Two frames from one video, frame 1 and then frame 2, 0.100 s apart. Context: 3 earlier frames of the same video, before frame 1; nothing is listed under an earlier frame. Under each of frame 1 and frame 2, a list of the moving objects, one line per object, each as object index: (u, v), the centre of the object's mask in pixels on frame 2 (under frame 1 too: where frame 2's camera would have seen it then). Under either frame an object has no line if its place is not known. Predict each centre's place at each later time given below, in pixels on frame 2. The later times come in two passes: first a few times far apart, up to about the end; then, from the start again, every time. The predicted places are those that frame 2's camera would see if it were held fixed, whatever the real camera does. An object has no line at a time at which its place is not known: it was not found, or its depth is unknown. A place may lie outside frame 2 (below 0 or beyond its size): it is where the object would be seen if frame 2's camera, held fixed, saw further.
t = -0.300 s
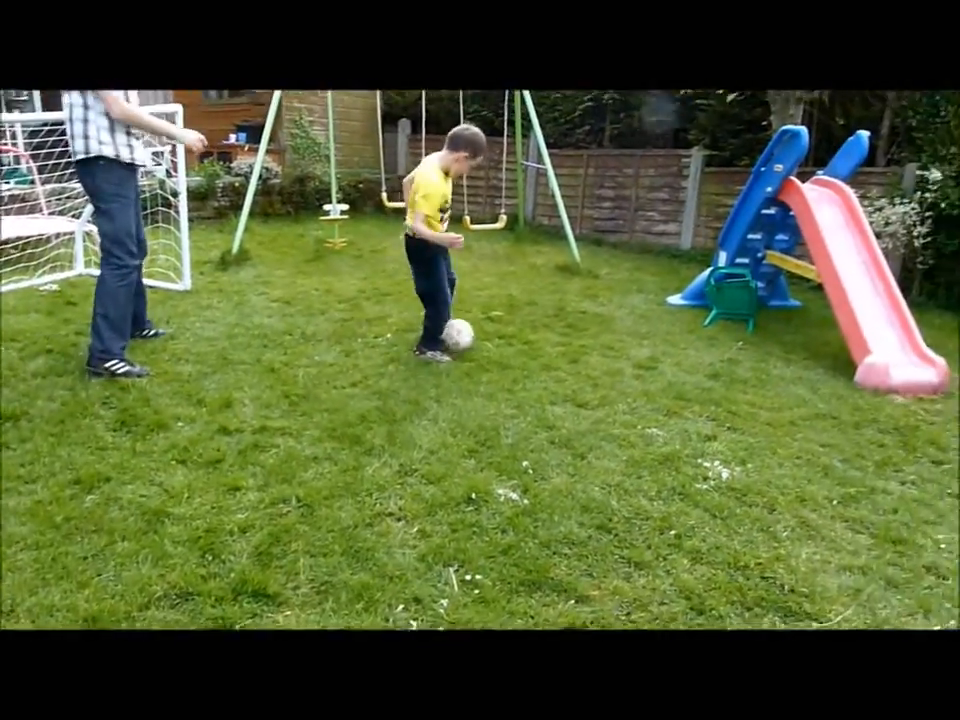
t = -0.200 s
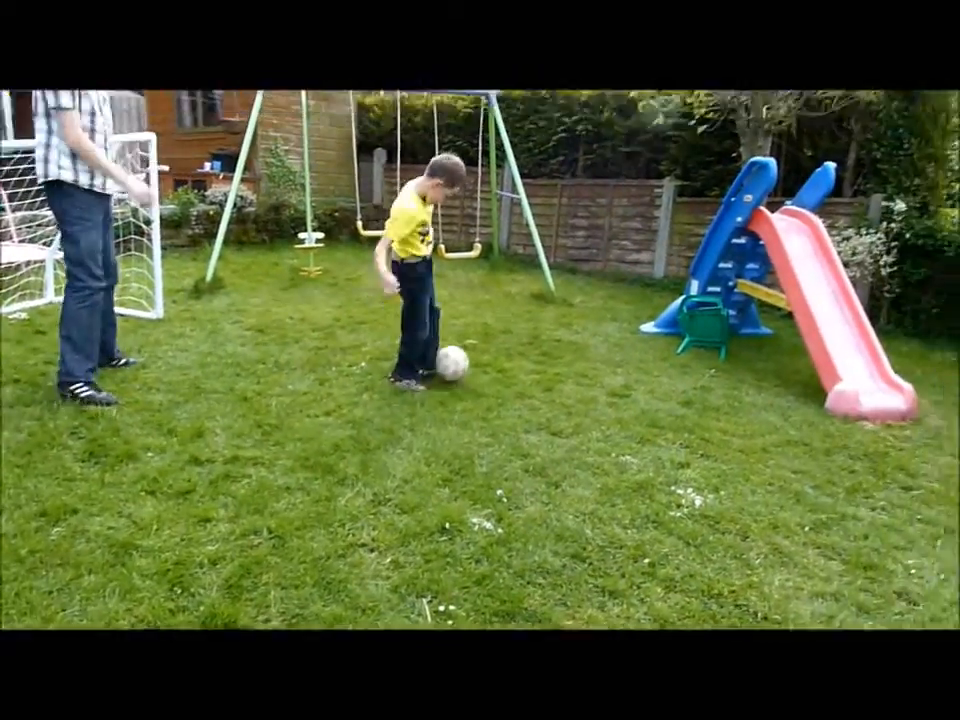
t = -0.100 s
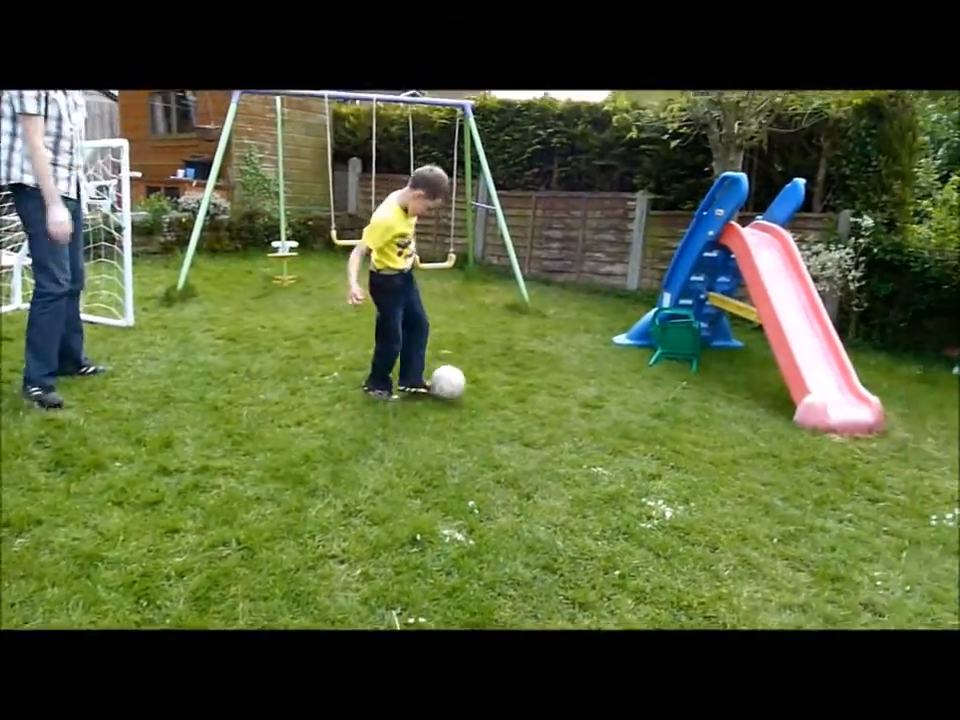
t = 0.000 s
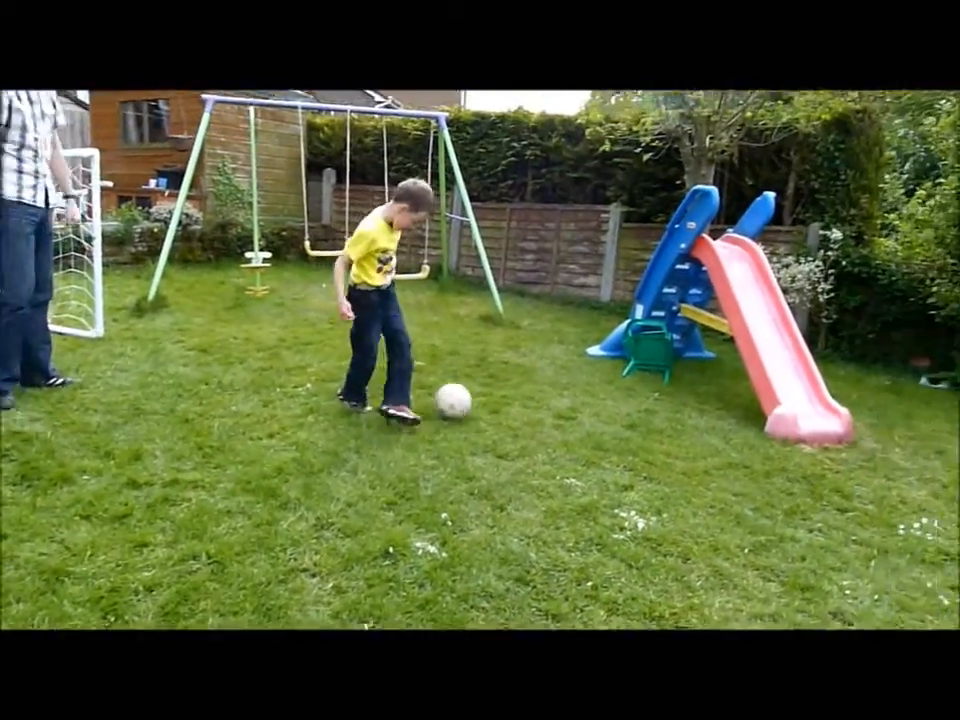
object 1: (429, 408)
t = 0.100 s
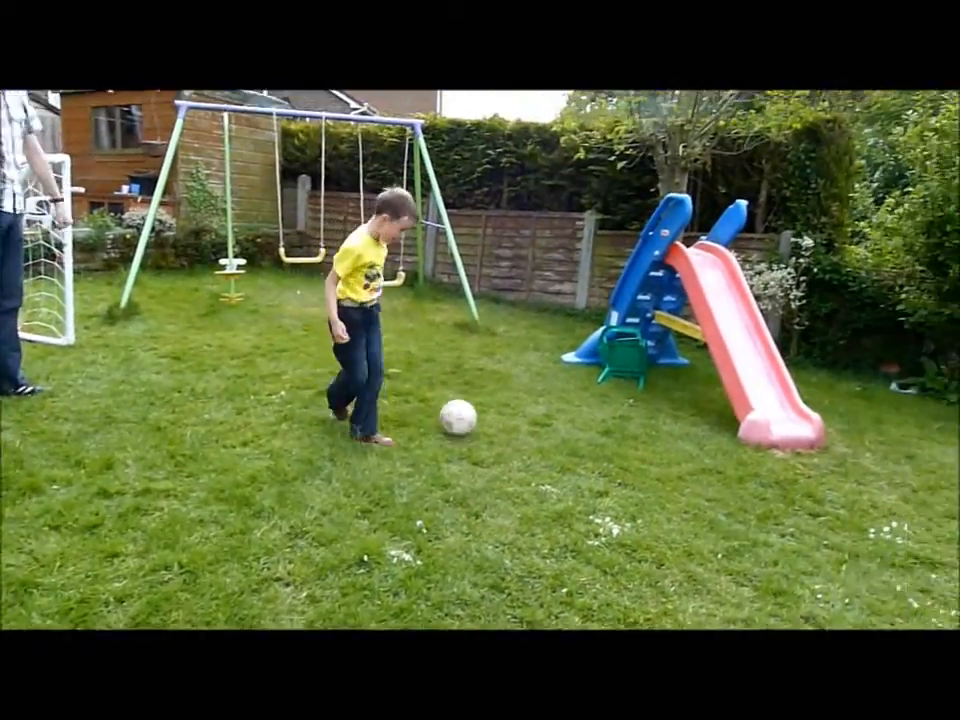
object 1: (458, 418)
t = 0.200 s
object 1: (487, 423)
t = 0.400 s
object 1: (549, 435)
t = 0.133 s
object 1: (467, 418)
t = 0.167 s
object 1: (477, 419)
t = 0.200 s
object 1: (487, 423)
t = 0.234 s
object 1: (497, 426)
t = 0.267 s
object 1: (508, 428)
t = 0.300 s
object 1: (518, 430)
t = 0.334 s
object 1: (529, 432)
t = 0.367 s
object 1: (539, 434)
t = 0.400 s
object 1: (549, 435)
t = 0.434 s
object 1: (559, 436)
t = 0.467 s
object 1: (568, 440)
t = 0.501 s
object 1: (579, 443)
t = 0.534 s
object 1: (589, 444)
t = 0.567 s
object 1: (599, 447)
